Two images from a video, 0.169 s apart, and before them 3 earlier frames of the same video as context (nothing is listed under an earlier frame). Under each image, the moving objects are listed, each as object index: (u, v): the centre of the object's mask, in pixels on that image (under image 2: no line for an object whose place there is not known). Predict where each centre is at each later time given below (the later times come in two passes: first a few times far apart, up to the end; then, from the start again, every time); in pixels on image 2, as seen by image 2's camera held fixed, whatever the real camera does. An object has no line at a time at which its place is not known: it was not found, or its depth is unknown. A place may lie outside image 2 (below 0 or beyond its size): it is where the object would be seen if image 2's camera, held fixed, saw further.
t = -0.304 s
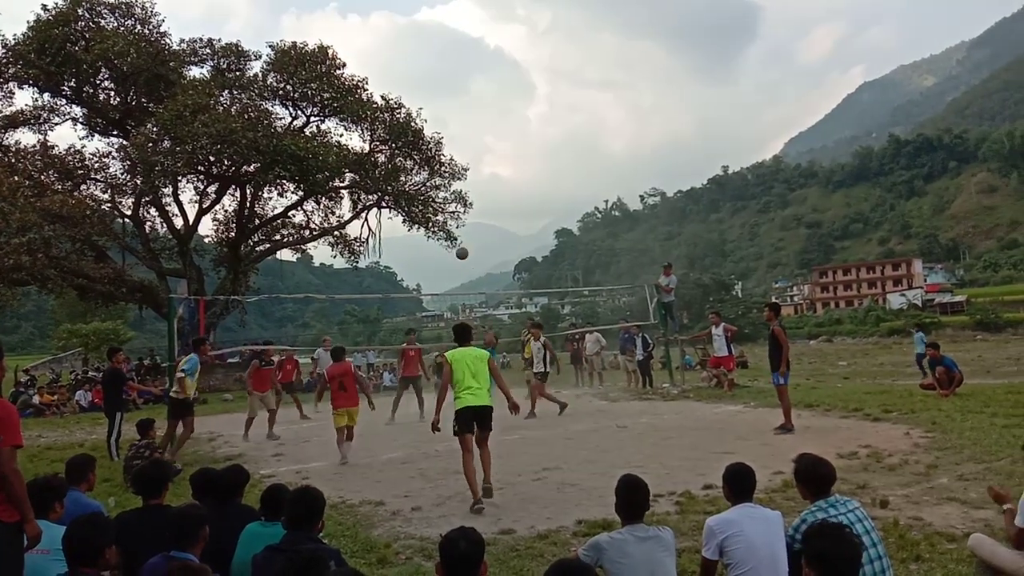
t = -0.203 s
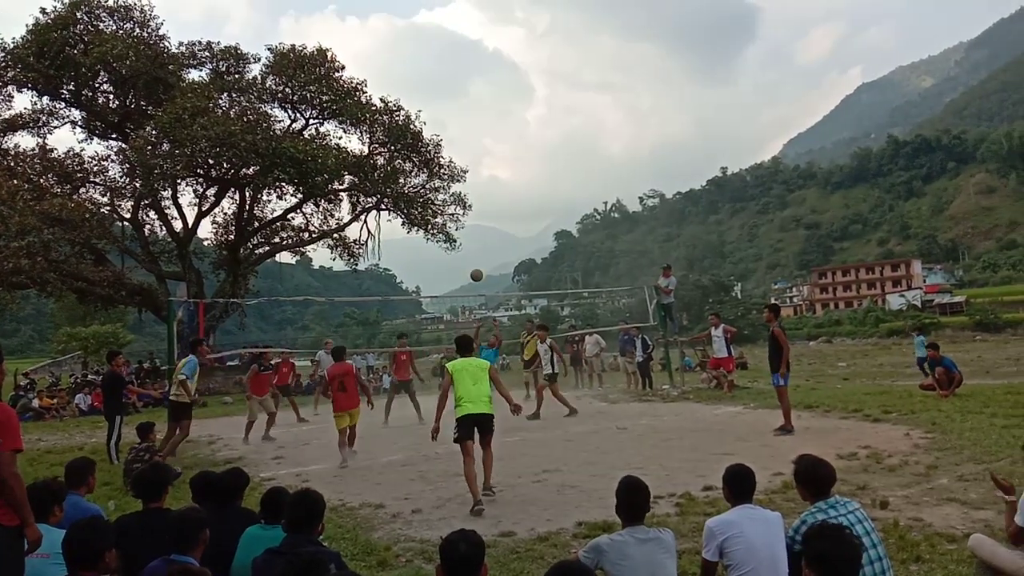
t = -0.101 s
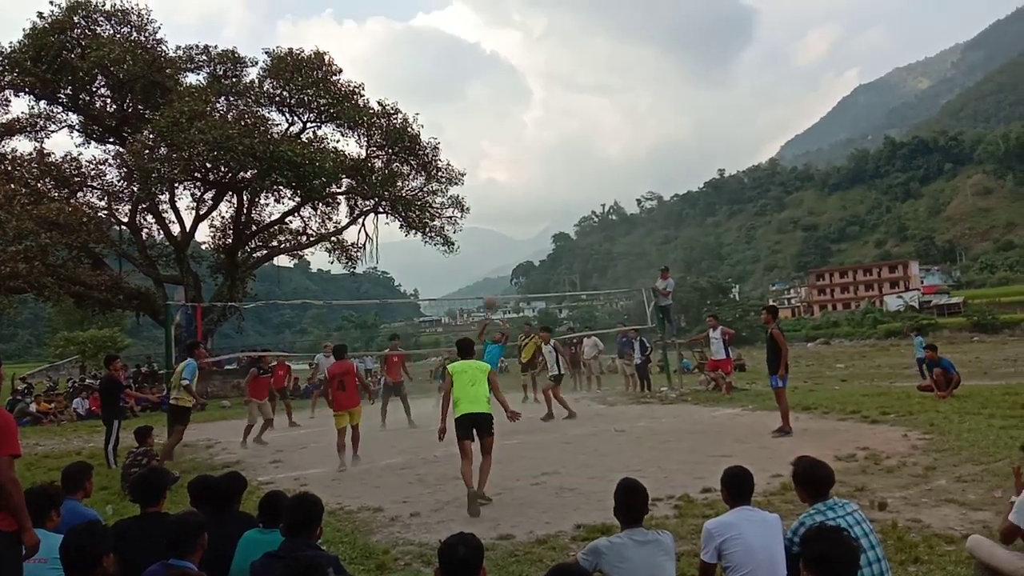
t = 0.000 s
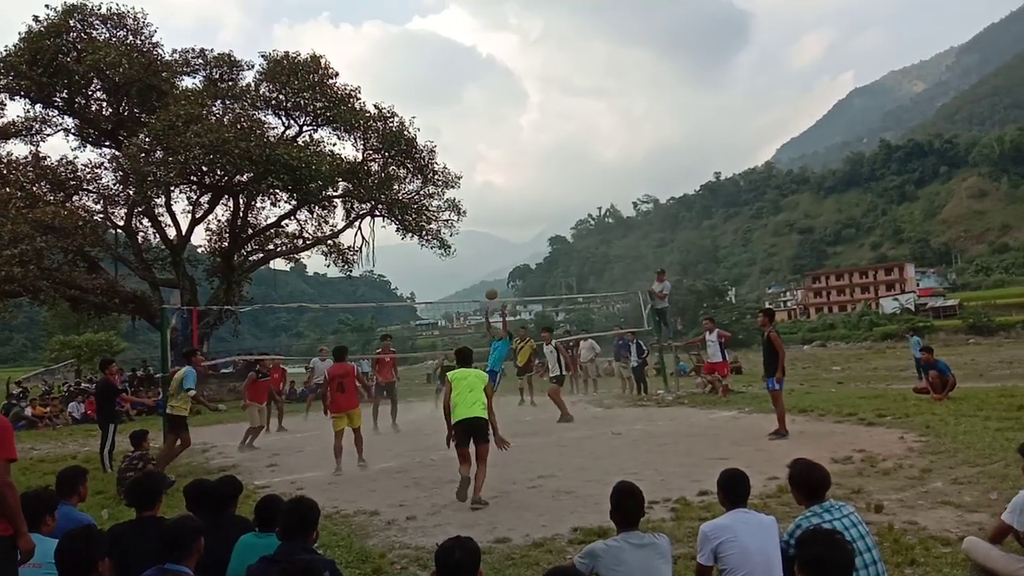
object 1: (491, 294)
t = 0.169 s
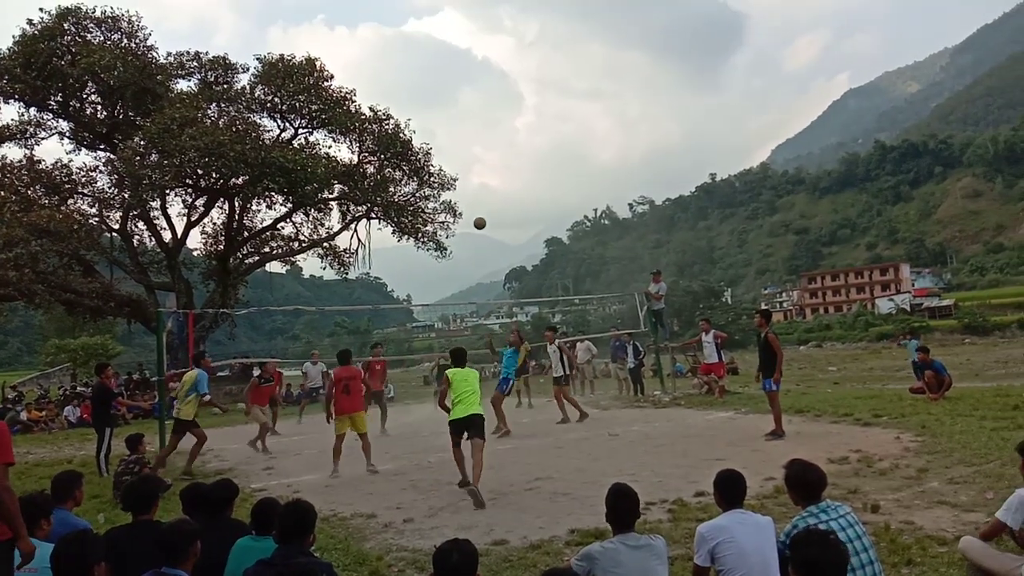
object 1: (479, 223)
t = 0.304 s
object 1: (473, 177)
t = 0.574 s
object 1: (462, 117)
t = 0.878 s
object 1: (454, 102)
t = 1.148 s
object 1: (449, 139)
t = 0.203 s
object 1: (478, 211)
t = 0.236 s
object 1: (476, 198)
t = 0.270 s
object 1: (475, 188)
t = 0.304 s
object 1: (473, 177)
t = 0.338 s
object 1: (472, 167)
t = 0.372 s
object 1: (470, 158)
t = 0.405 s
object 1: (469, 150)
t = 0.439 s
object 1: (467, 142)
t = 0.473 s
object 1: (466, 135)
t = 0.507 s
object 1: (465, 128)
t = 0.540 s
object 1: (463, 122)
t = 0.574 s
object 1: (462, 117)
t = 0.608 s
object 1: (461, 113)
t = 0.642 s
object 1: (460, 109)
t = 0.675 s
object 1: (459, 106)
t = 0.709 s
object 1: (458, 104)
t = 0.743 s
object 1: (457, 102)
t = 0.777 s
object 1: (456, 101)
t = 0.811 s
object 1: (455, 100)
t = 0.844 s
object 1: (454, 101)
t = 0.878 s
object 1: (454, 102)
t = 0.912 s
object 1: (453, 104)
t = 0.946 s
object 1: (452, 107)
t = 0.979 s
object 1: (452, 110)
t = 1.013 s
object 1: (451, 114)
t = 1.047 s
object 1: (451, 119)
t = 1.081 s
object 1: (450, 125)
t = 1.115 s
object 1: (450, 132)
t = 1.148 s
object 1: (449, 139)
